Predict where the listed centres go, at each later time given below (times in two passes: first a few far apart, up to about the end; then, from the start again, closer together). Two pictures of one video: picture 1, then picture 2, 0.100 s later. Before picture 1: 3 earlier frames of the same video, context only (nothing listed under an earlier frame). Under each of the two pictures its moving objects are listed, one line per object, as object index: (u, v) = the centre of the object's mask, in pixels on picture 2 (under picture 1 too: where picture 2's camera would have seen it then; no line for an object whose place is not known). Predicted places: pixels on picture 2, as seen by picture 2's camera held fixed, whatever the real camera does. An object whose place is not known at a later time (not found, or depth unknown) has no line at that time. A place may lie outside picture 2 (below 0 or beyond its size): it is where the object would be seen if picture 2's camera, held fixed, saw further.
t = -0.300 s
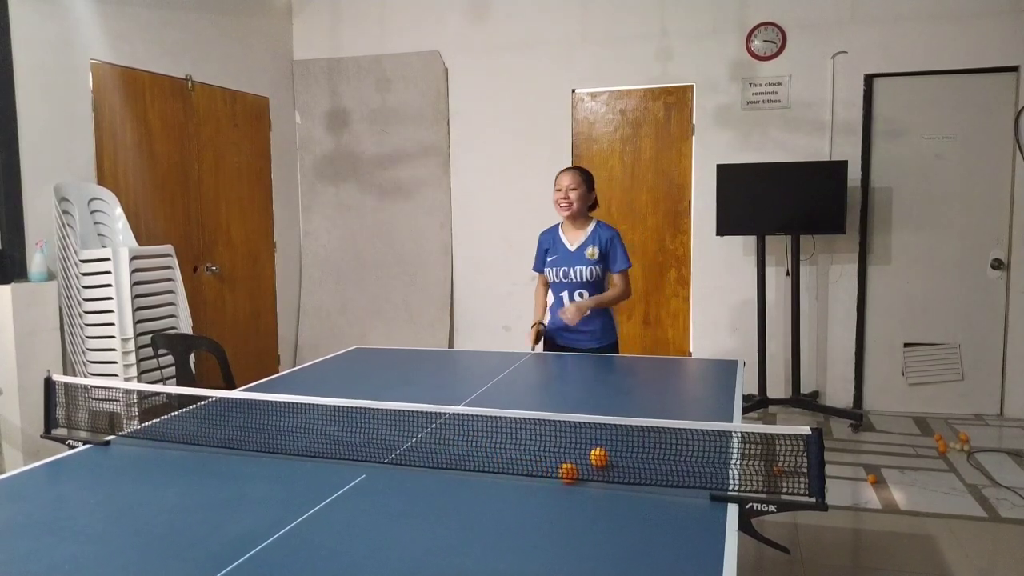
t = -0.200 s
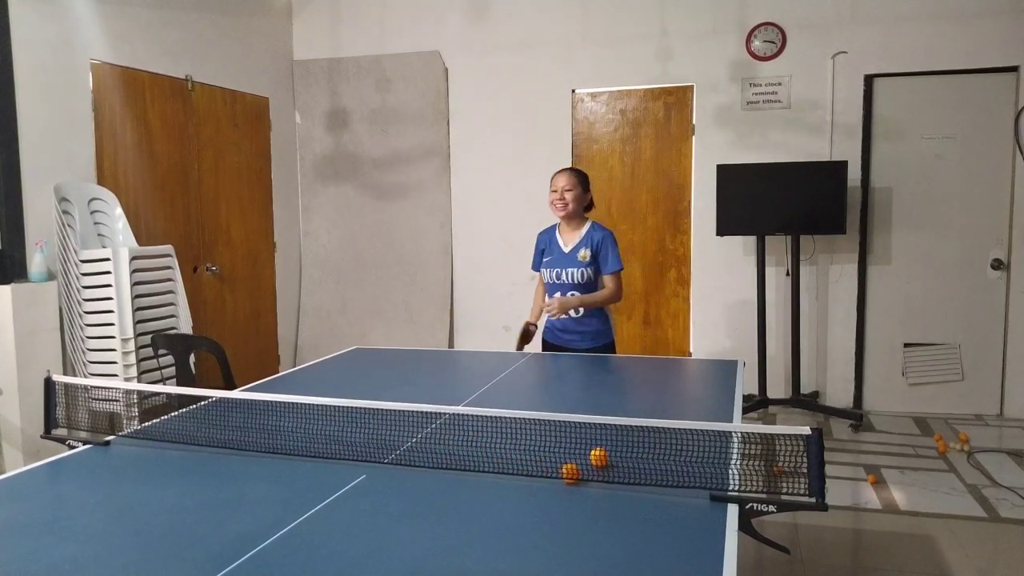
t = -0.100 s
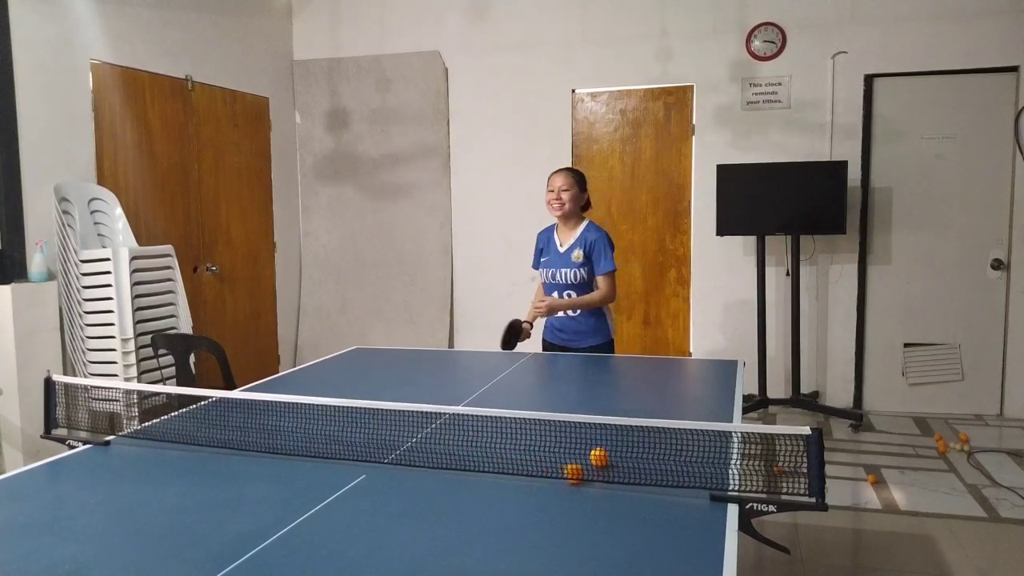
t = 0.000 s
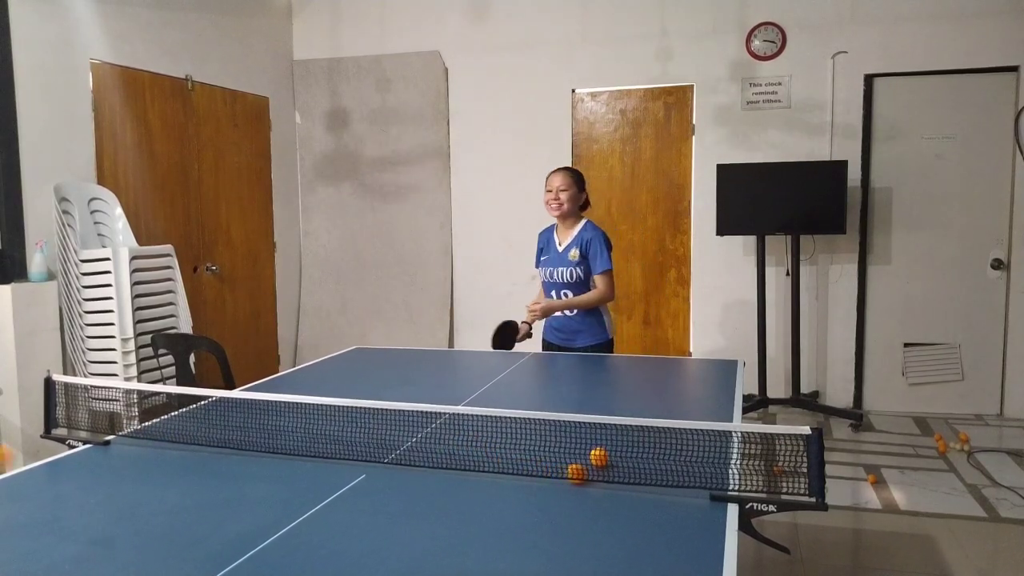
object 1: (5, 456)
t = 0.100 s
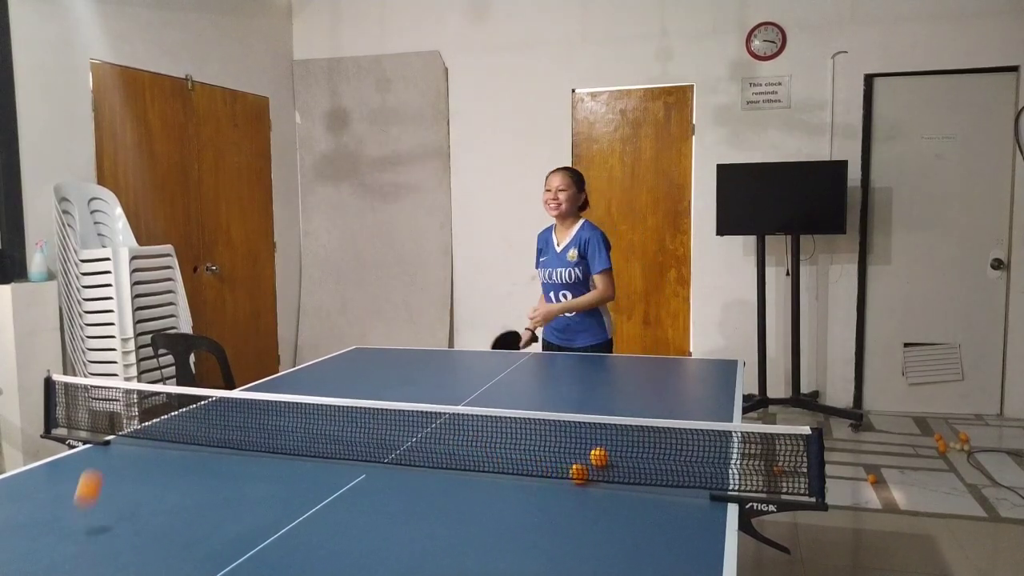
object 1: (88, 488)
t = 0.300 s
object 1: (165, 354)
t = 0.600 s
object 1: (236, 430)
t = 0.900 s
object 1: (228, 430)
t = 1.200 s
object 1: (220, 452)
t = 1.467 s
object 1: (213, 448)
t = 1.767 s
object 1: (208, 459)
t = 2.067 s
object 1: (201, 461)
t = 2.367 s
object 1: (201, 463)
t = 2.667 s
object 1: (200, 462)
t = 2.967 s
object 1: (207, 460)
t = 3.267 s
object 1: (217, 458)
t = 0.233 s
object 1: (140, 374)
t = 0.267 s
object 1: (151, 362)
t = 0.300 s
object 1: (165, 354)
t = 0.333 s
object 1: (177, 352)
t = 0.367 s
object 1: (188, 355)
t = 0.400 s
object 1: (199, 362)
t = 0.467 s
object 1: (220, 390)
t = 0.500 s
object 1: (230, 412)
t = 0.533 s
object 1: (238, 435)
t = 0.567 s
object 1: (238, 441)
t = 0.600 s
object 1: (236, 430)
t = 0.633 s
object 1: (236, 423)
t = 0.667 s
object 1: (234, 421)
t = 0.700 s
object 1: (234, 422)
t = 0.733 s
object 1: (233, 429)
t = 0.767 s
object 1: (233, 439)
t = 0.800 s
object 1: (232, 450)
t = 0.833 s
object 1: (231, 438)
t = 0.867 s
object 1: (229, 432)
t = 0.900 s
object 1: (228, 430)
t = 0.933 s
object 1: (227, 432)
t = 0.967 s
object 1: (227, 438)
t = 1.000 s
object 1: (226, 449)
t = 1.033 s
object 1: (225, 449)
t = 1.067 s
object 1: (224, 440)
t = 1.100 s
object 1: (223, 436)
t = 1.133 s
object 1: (222, 437)
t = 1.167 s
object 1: (221, 442)
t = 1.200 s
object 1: (220, 452)
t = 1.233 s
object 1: (219, 454)
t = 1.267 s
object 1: (218, 445)
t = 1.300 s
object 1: (218, 442)
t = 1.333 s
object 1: (217, 443)
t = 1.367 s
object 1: (215, 449)
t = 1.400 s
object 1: (215, 459)
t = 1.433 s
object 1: (214, 454)
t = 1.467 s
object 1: (213, 448)
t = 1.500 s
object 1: (213, 447)
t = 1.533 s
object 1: (212, 449)
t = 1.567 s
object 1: (212, 457)
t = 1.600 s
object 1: (211, 458)
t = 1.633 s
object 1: (210, 452)
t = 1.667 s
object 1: (209, 450)
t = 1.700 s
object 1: (209, 452)
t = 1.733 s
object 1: (208, 460)
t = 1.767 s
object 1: (208, 459)
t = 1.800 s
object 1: (207, 455)
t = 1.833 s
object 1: (206, 453)
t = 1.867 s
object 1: (205, 457)
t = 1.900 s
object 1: (205, 464)
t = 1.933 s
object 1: (204, 458)
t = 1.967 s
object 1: (203, 455)
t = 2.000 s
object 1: (203, 457)
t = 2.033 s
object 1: (202, 463)
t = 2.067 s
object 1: (201, 461)
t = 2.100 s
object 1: (201, 457)
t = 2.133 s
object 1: (201, 458)
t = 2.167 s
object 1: (201, 464)
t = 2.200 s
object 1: (200, 461)
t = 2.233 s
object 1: (200, 459)
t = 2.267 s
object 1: (200, 460)
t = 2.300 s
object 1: (200, 460)
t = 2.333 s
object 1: (201, 460)
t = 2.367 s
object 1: (201, 463)
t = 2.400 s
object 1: (200, 462)
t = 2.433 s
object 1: (201, 460)
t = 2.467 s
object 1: (200, 461)
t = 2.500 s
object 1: (200, 462)
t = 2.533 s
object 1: (200, 460)
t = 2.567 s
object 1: (200, 461)
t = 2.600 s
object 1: (200, 462)
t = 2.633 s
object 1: (200, 460)
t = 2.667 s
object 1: (200, 462)
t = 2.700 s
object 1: (201, 461)
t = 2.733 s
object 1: (201, 461)
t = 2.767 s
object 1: (202, 462)
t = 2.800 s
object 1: (202, 460)
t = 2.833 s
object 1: (203, 461)
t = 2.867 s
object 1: (204, 460)
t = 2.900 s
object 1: (205, 460)
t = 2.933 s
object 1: (206, 460)
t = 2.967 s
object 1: (207, 460)
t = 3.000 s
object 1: (208, 460)
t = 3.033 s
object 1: (209, 460)
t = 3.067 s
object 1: (210, 459)
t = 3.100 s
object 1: (211, 460)
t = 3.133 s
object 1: (212, 459)
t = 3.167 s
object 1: (214, 459)
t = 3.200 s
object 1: (215, 459)
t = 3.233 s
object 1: (216, 458)
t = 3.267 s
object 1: (217, 458)
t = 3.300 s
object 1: (218, 458)
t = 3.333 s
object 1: (219, 458)
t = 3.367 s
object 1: (220, 457)
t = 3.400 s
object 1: (221, 457)
